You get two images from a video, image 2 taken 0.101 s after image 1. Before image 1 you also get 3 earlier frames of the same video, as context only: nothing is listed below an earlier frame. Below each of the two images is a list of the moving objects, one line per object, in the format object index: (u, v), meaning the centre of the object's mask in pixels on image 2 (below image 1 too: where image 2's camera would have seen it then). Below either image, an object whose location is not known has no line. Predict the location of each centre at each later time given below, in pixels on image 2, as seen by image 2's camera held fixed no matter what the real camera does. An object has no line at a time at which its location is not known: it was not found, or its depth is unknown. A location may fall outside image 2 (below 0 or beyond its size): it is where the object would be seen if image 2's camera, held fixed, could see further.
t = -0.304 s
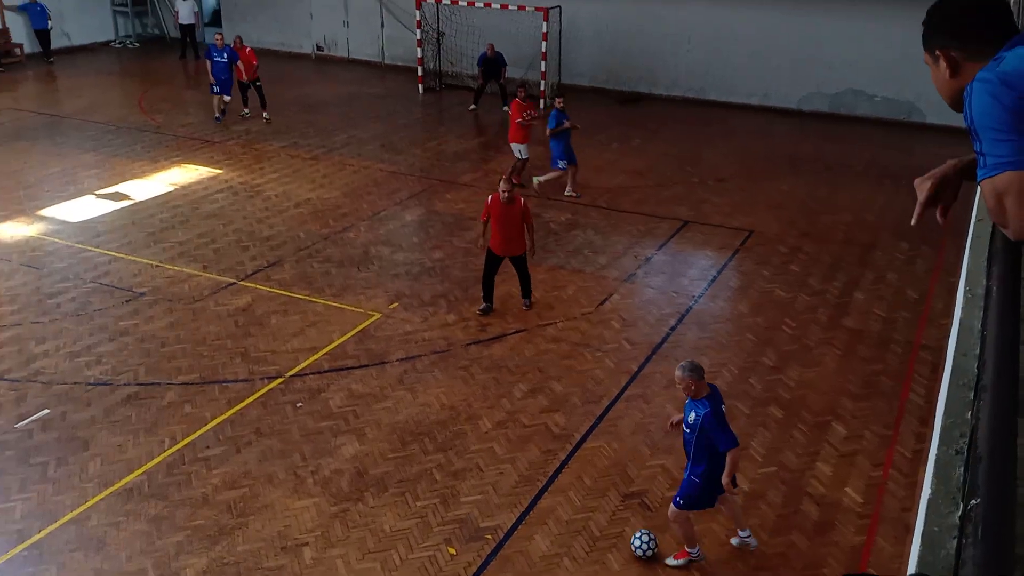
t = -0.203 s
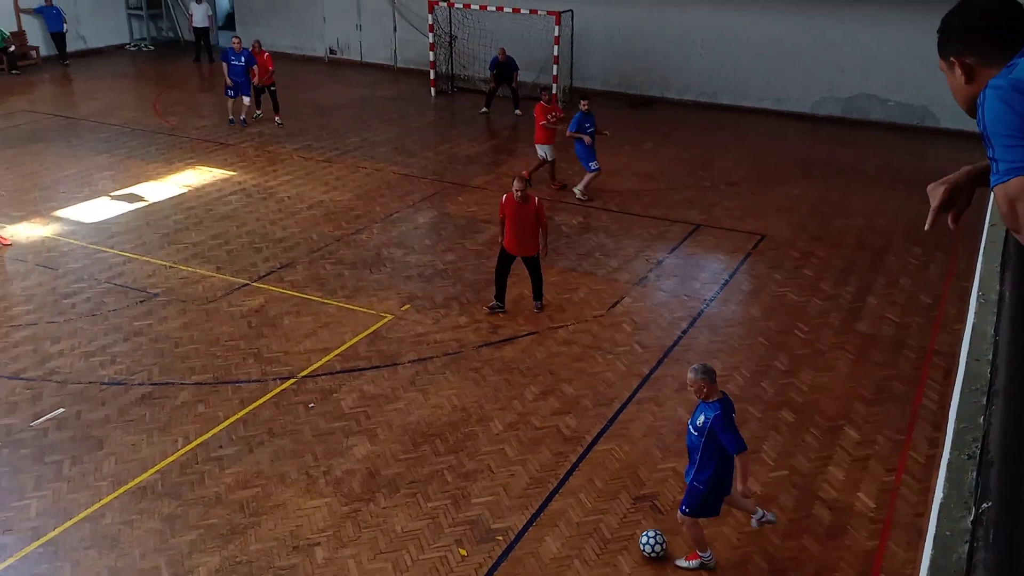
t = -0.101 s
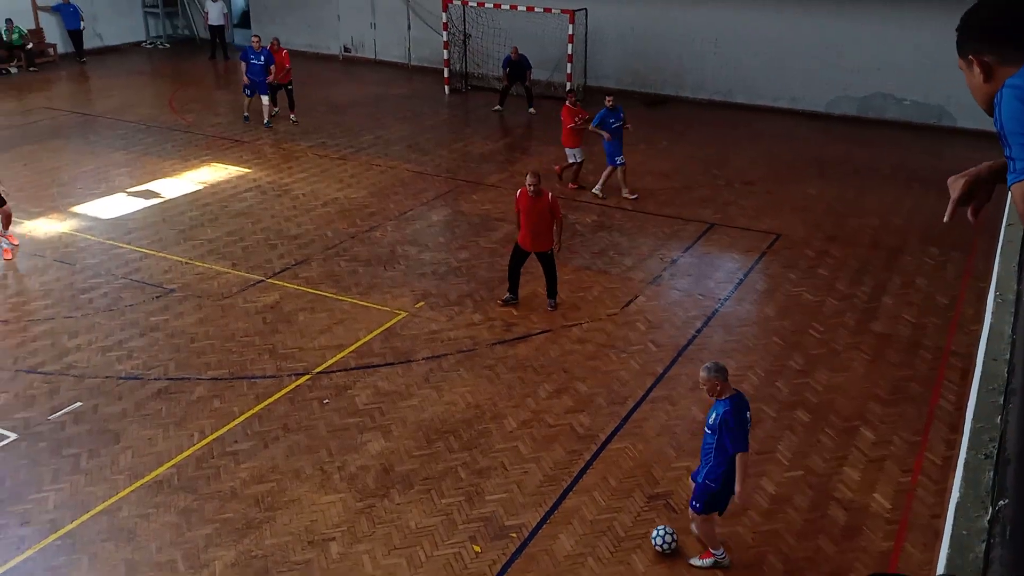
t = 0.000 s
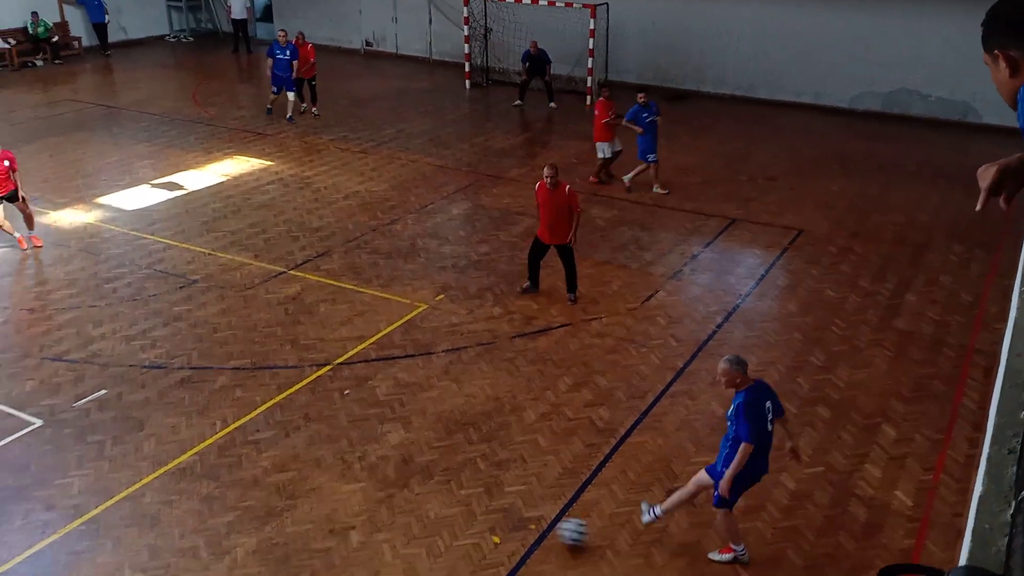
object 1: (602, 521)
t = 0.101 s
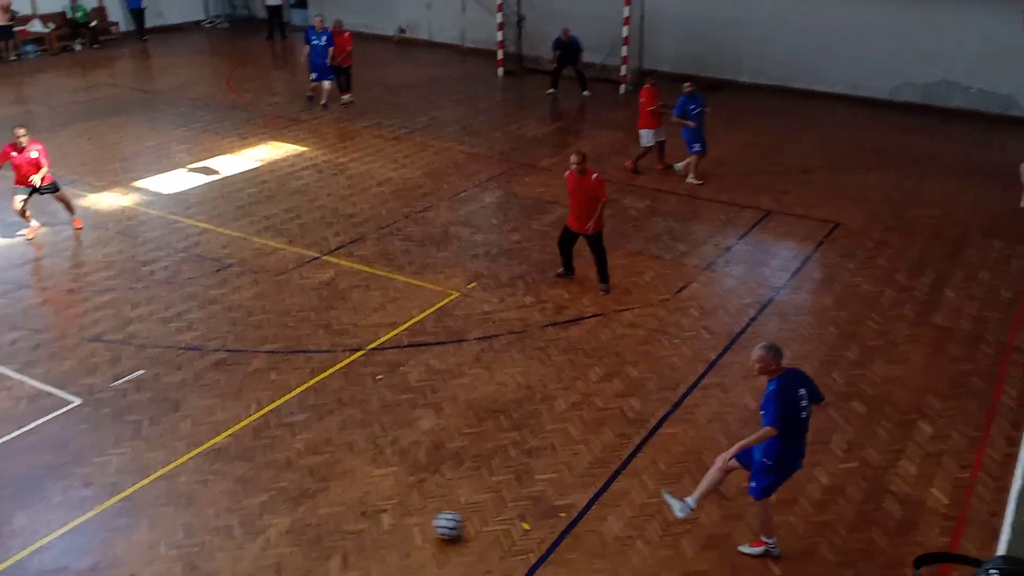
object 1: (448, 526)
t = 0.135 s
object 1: (398, 526)
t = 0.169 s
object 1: (350, 527)
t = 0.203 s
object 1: (301, 528)
